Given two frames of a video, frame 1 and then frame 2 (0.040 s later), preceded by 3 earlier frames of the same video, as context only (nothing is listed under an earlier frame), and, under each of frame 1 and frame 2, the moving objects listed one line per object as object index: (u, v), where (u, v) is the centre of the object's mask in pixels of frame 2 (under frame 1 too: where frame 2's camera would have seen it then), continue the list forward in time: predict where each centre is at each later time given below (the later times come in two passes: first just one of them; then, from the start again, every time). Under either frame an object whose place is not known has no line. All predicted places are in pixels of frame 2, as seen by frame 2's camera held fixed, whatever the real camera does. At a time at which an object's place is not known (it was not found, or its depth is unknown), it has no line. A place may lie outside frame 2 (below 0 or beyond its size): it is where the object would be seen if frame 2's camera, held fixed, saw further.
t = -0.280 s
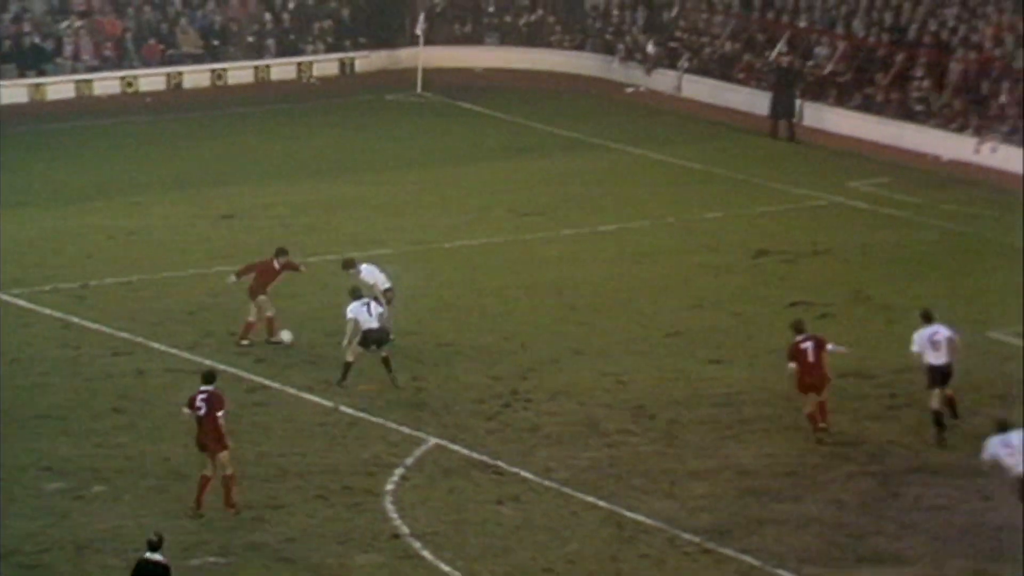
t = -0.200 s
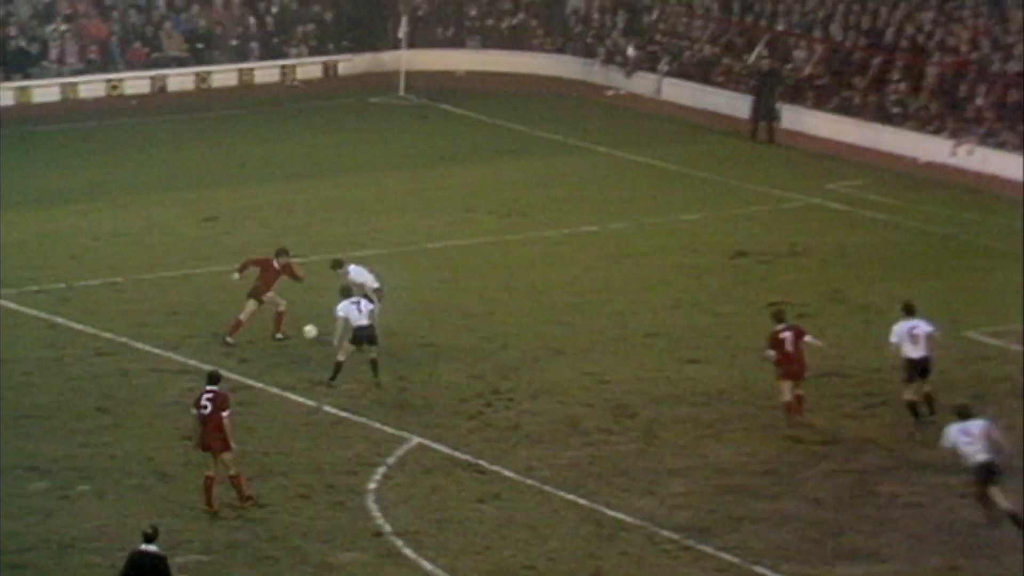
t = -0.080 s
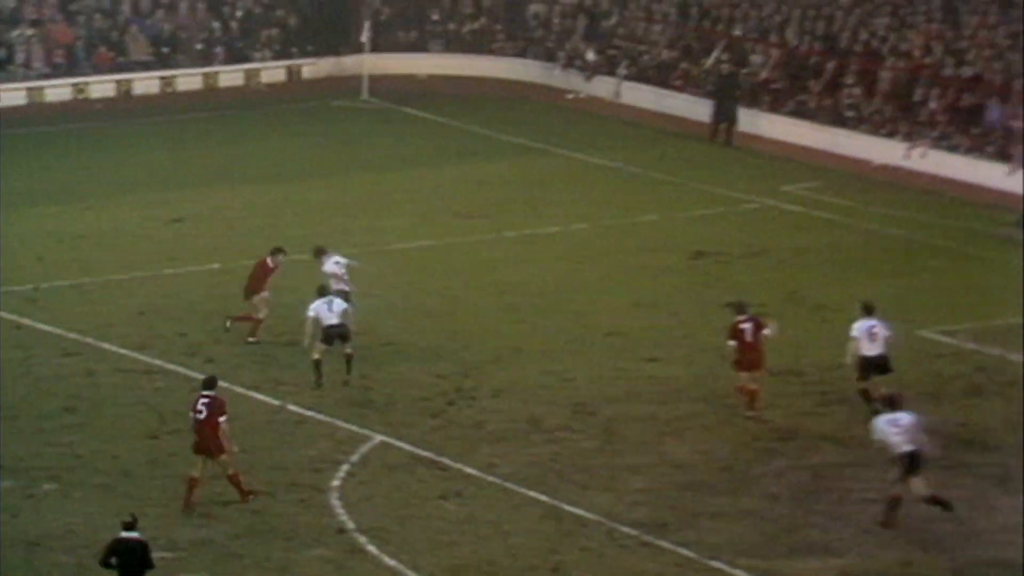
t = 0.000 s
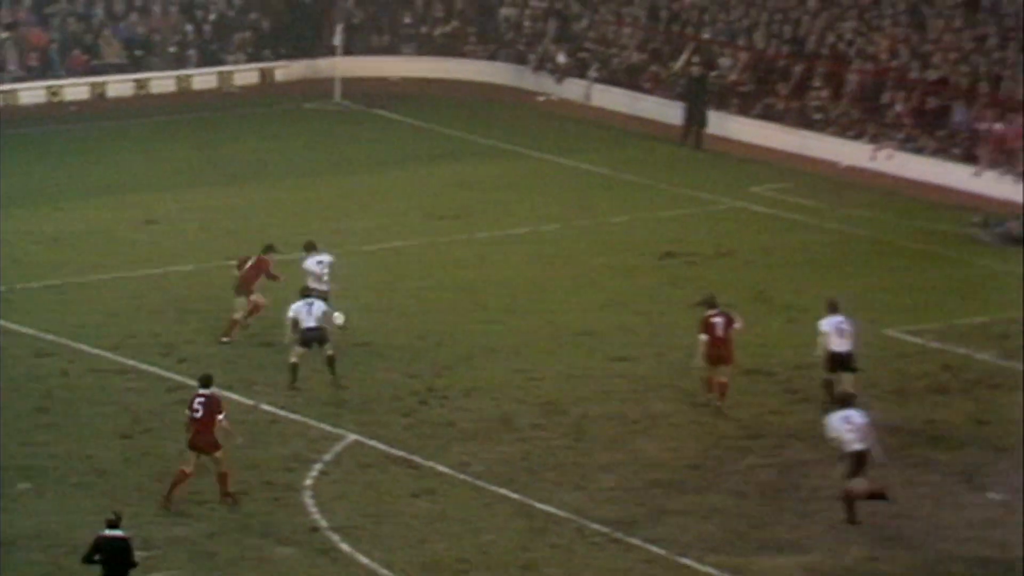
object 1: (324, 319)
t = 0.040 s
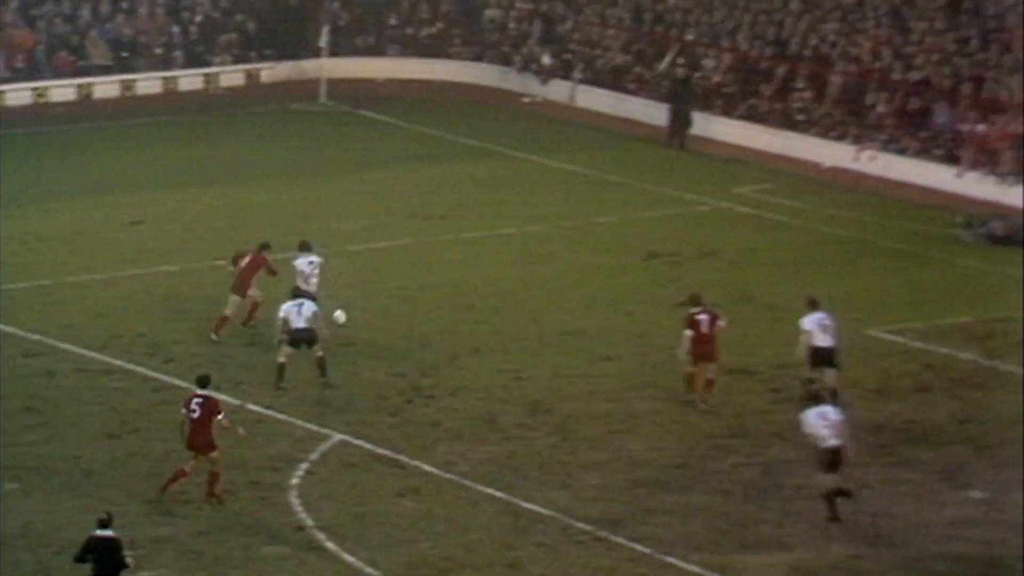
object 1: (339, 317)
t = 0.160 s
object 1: (383, 308)
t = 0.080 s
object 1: (355, 315)
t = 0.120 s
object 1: (369, 312)
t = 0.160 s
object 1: (383, 308)
